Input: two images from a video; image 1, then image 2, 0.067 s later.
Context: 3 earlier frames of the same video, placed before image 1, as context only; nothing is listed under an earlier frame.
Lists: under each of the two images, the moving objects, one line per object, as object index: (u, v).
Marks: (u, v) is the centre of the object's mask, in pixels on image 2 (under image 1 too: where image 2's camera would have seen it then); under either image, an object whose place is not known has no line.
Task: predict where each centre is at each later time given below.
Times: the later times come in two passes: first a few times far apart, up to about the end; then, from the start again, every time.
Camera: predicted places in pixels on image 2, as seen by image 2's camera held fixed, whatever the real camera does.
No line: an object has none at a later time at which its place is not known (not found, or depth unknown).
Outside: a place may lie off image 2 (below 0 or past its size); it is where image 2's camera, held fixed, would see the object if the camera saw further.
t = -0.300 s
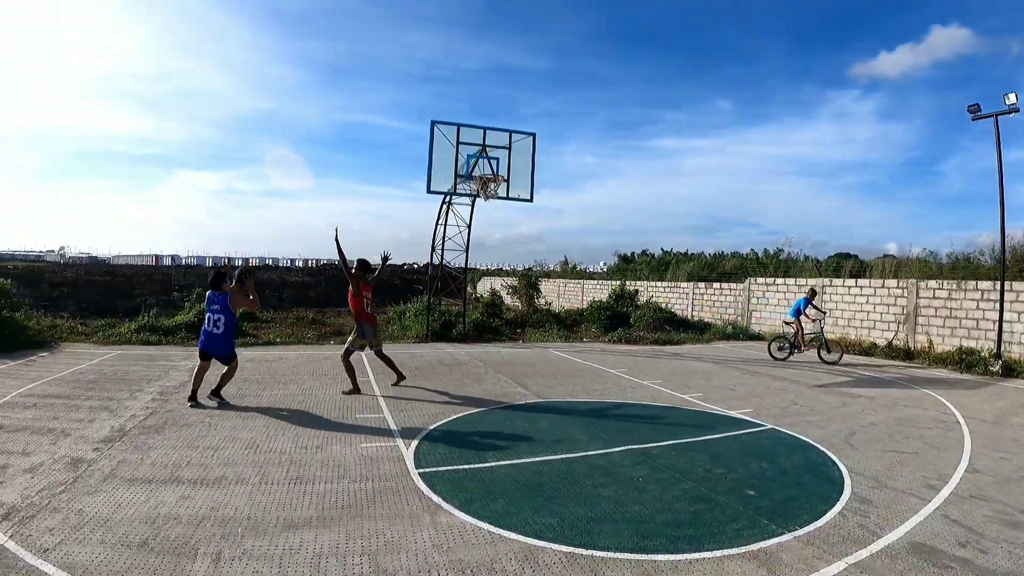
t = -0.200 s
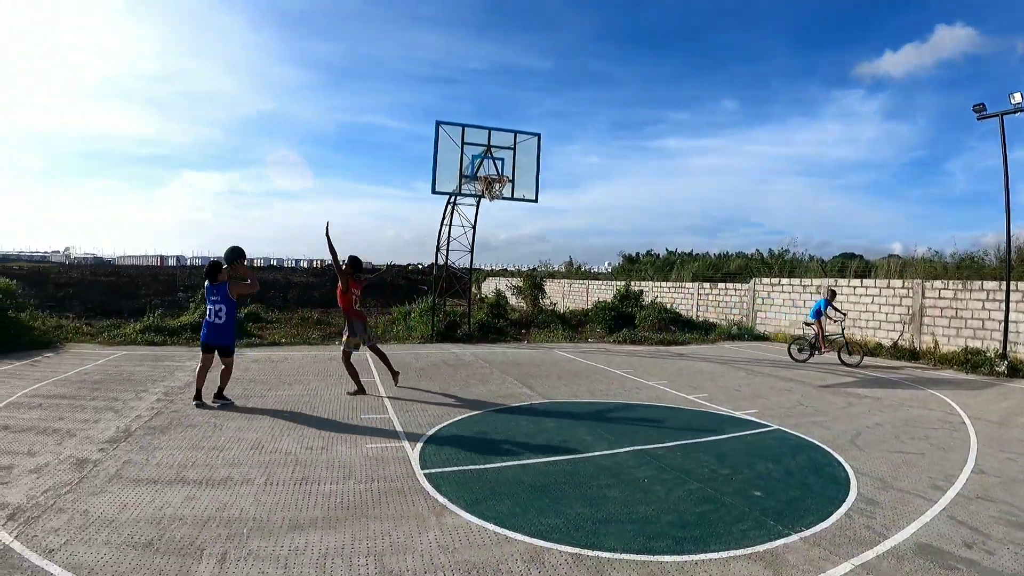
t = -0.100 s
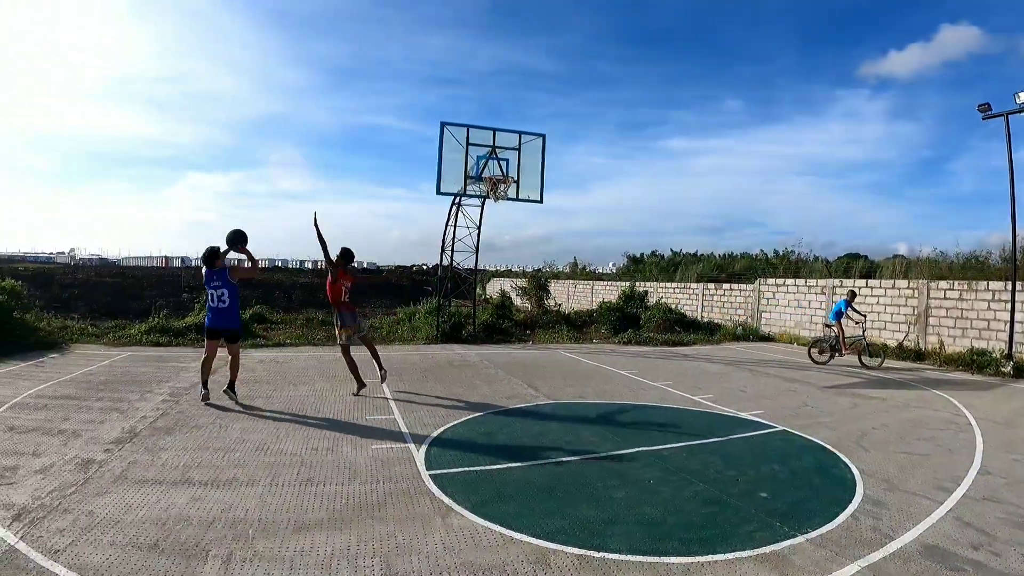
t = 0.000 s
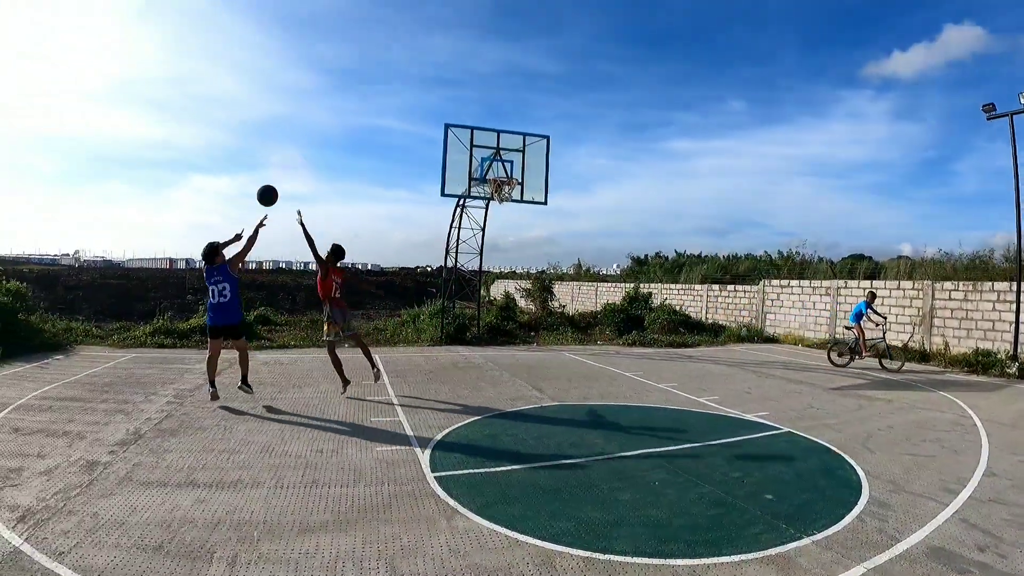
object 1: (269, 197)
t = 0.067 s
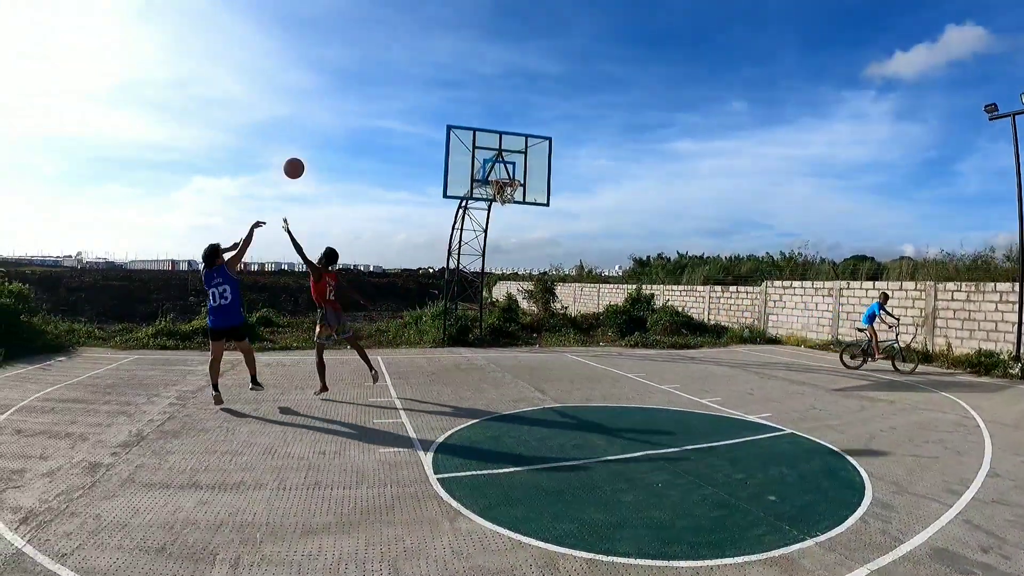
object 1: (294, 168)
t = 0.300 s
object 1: (369, 109)
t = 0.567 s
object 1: (433, 100)
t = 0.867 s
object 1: (491, 143)
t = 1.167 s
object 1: (518, 143)
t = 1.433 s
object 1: (530, 124)
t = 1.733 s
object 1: (541, 152)
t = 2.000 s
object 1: (553, 226)
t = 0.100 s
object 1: (306, 156)
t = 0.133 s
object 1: (317, 145)
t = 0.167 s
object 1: (328, 136)
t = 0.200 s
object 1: (339, 127)
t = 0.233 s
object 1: (349, 120)
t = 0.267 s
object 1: (359, 114)
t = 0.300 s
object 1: (369, 109)
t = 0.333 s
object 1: (378, 105)
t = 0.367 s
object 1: (386, 102)
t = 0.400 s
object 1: (395, 99)
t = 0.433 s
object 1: (403, 98)
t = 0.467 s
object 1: (411, 97)
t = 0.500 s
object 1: (419, 97)
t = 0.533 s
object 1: (426, 98)
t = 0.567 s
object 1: (433, 100)
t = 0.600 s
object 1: (440, 102)
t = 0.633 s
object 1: (447, 105)
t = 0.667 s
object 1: (454, 108)
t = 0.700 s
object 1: (460, 113)
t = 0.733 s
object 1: (467, 117)
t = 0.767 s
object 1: (473, 122)
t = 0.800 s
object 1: (479, 129)
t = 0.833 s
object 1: (485, 136)
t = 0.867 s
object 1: (491, 143)
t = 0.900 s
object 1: (496, 150)
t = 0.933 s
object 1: (502, 158)
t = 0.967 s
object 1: (507, 167)
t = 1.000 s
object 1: (511, 174)
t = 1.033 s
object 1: (513, 170)
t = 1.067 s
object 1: (514, 162)
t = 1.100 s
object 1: (515, 156)
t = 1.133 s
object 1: (517, 149)
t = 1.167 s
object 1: (518, 143)
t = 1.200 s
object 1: (520, 139)
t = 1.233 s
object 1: (521, 134)
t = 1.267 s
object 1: (523, 131)
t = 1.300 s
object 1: (524, 128)
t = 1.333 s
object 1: (526, 126)
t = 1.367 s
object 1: (527, 125)
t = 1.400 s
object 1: (529, 124)
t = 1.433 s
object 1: (530, 124)
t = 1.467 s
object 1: (531, 124)
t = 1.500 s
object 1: (533, 125)
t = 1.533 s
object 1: (534, 127)
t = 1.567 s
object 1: (535, 129)
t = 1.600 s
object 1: (536, 132)
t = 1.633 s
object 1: (538, 136)
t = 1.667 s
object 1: (539, 141)
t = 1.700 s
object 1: (540, 146)
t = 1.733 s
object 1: (541, 152)
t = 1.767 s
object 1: (542, 159)
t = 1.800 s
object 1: (544, 166)
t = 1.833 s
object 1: (545, 174)
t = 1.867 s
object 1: (547, 183)
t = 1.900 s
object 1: (548, 193)
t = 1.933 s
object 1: (549, 203)
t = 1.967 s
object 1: (551, 214)
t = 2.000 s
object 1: (553, 226)
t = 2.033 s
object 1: (554, 238)
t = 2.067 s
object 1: (556, 252)
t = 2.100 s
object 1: (558, 266)
